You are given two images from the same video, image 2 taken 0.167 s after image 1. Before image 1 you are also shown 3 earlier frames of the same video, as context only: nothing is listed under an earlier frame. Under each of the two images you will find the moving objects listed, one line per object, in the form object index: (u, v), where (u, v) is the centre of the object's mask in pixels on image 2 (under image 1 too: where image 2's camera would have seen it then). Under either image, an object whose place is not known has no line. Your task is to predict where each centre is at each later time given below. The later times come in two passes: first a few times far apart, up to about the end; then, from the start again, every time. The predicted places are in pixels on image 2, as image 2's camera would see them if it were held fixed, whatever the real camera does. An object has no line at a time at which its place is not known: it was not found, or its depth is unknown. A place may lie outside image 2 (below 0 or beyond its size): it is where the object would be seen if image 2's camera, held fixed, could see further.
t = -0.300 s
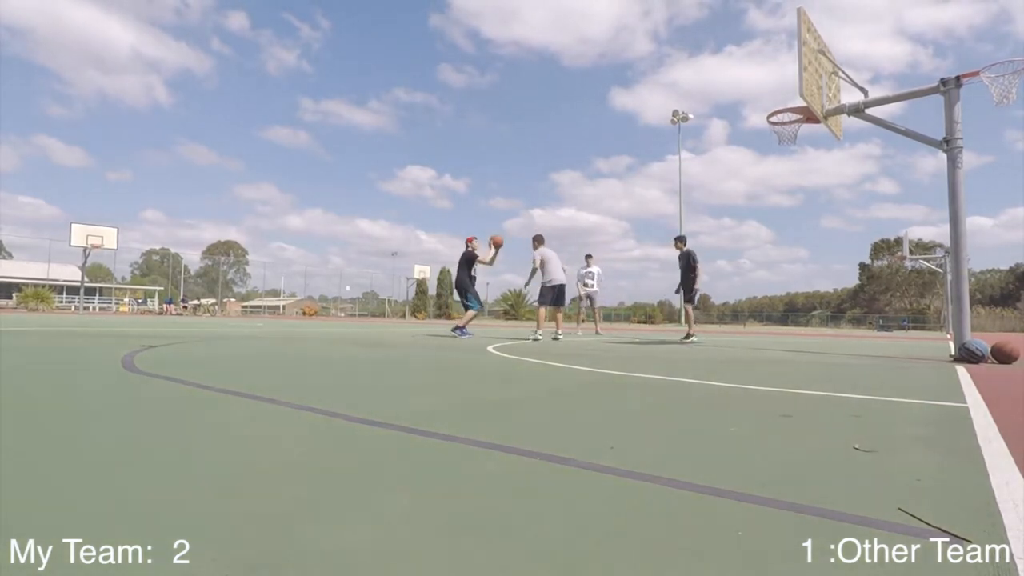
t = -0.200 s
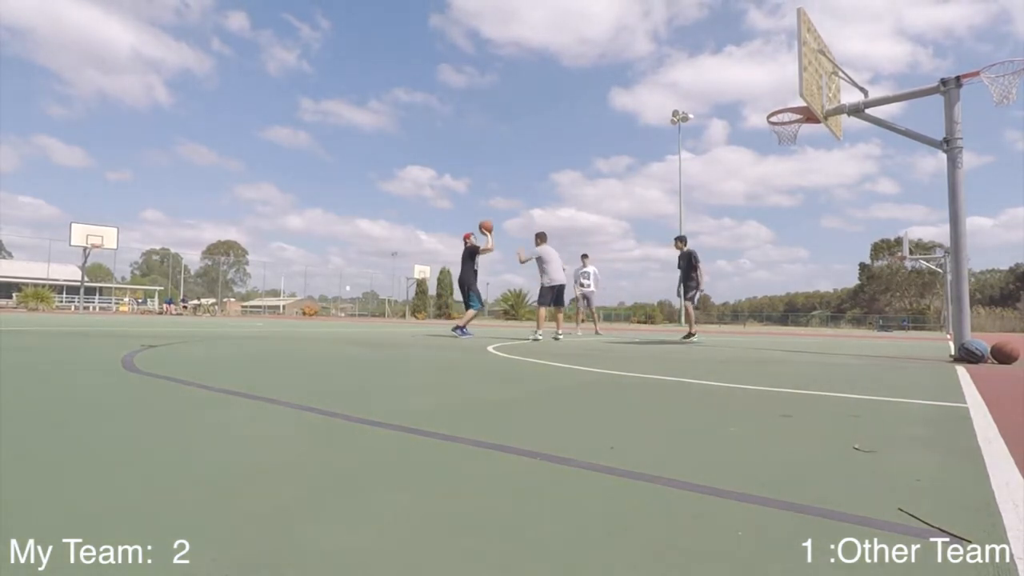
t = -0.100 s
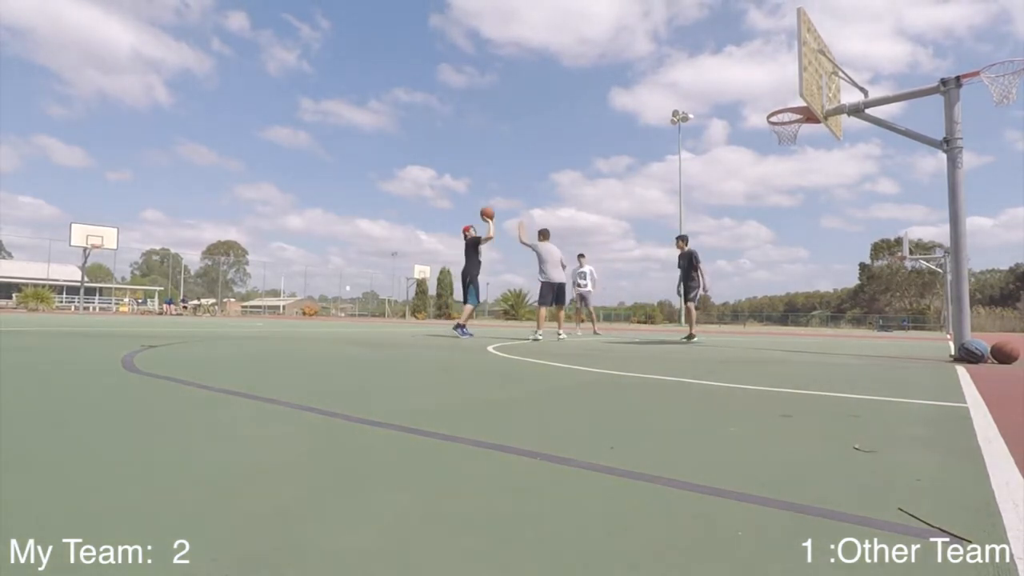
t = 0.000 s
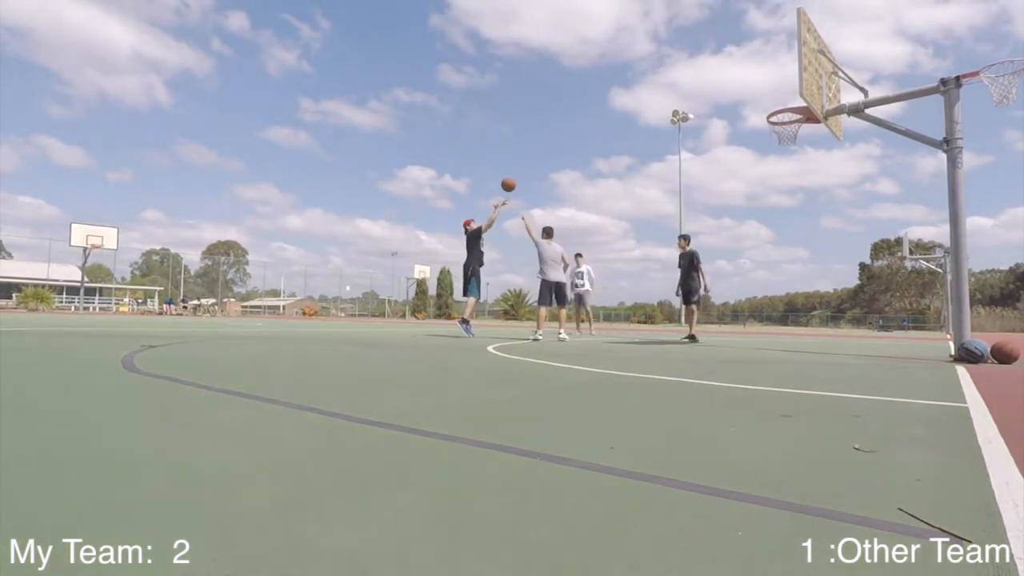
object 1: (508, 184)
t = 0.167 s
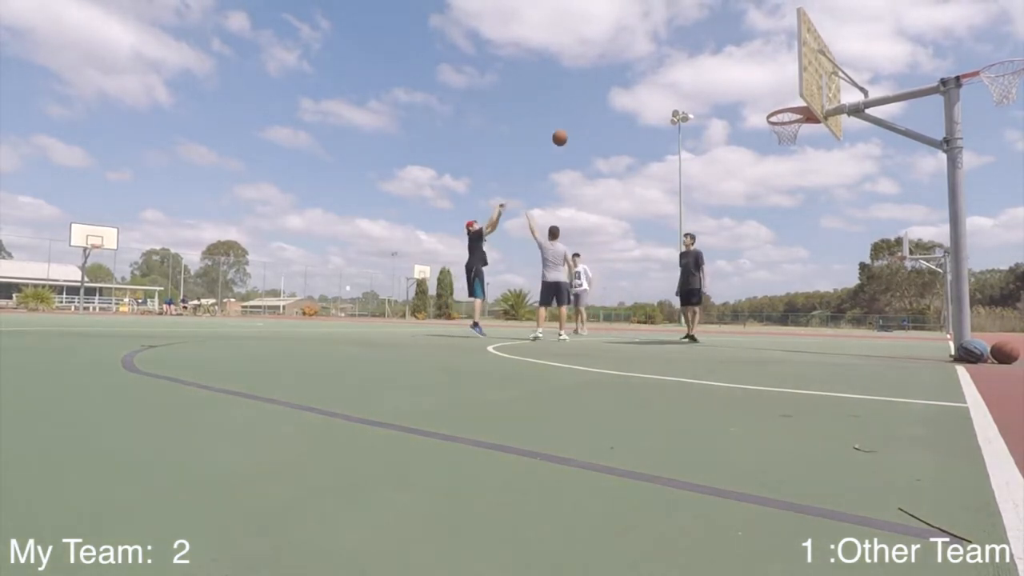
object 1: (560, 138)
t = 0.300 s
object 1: (603, 111)
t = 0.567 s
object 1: (698, 89)
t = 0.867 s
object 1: (782, 117)
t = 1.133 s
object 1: (792, 82)
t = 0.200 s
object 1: (570, 130)
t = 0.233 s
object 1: (581, 123)
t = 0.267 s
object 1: (592, 117)
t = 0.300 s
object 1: (603, 111)
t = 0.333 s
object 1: (614, 106)
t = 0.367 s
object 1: (626, 101)
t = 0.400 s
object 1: (637, 97)
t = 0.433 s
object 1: (649, 95)
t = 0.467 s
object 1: (661, 92)
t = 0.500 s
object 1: (673, 90)
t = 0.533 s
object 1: (685, 89)
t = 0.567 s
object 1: (698, 89)
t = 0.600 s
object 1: (710, 89)
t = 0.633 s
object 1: (723, 91)
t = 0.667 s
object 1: (737, 93)
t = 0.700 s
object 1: (750, 96)
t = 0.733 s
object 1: (764, 100)
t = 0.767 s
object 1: (777, 103)
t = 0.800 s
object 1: (792, 104)
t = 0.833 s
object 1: (791, 114)
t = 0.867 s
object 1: (782, 117)
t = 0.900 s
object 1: (783, 114)
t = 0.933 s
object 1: (788, 115)
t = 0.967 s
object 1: (790, 106)
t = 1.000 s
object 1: (791, 100)
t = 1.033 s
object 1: (791, 95)
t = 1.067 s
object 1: (791, 90)
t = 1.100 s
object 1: (792, 86)
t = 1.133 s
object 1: (792, 82)
